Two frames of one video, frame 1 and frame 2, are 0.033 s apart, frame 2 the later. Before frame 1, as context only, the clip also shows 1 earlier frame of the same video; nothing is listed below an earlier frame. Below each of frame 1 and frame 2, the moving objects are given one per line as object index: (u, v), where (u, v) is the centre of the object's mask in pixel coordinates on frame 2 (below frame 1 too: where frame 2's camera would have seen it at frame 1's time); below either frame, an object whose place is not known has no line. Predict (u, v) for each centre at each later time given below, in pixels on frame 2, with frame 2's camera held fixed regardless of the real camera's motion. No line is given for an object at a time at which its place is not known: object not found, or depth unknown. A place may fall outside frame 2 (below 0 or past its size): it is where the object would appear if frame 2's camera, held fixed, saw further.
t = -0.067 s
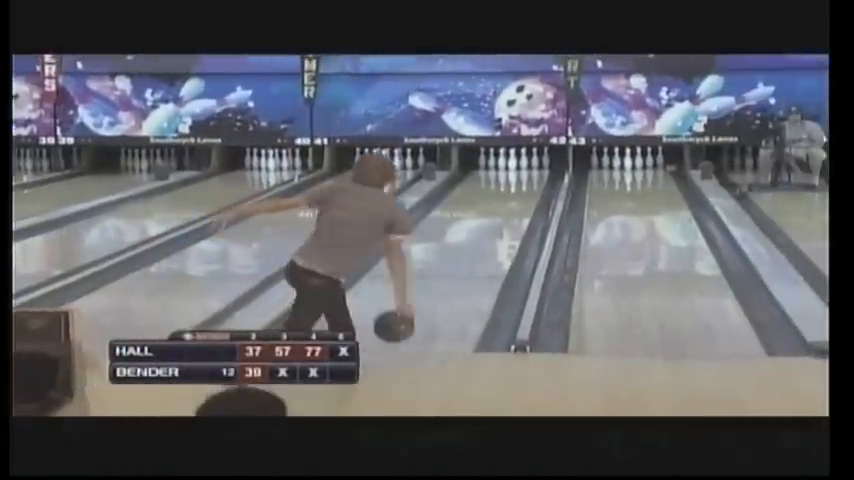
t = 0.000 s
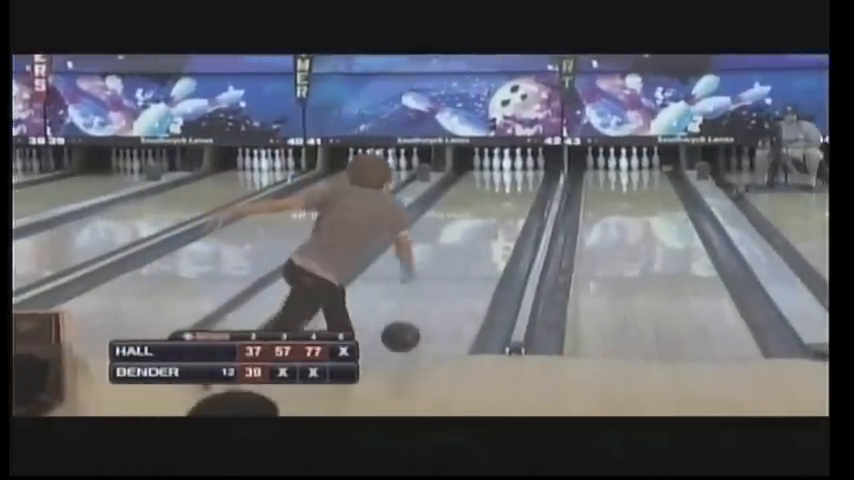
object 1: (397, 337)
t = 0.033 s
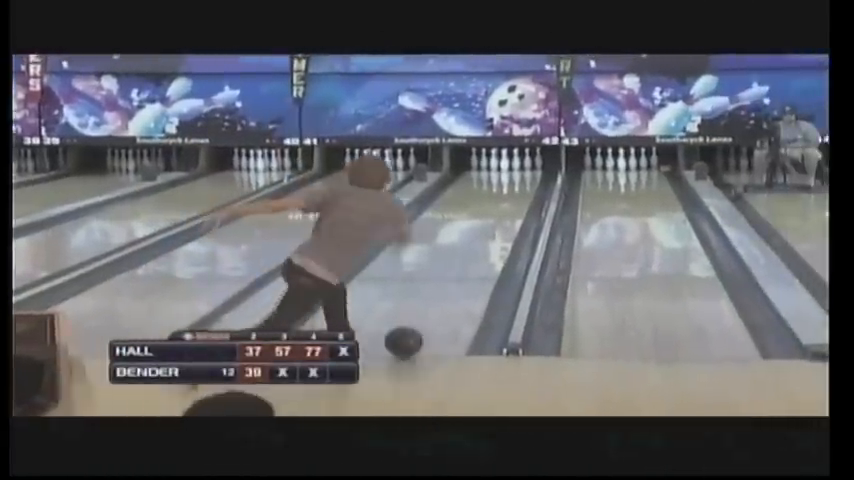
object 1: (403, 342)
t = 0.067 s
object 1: (409, 332)
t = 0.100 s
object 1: (414, 323)
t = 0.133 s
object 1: (419, 318)
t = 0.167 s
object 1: (424, 314)
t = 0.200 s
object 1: (428, 310)
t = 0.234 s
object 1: (432, 307)
